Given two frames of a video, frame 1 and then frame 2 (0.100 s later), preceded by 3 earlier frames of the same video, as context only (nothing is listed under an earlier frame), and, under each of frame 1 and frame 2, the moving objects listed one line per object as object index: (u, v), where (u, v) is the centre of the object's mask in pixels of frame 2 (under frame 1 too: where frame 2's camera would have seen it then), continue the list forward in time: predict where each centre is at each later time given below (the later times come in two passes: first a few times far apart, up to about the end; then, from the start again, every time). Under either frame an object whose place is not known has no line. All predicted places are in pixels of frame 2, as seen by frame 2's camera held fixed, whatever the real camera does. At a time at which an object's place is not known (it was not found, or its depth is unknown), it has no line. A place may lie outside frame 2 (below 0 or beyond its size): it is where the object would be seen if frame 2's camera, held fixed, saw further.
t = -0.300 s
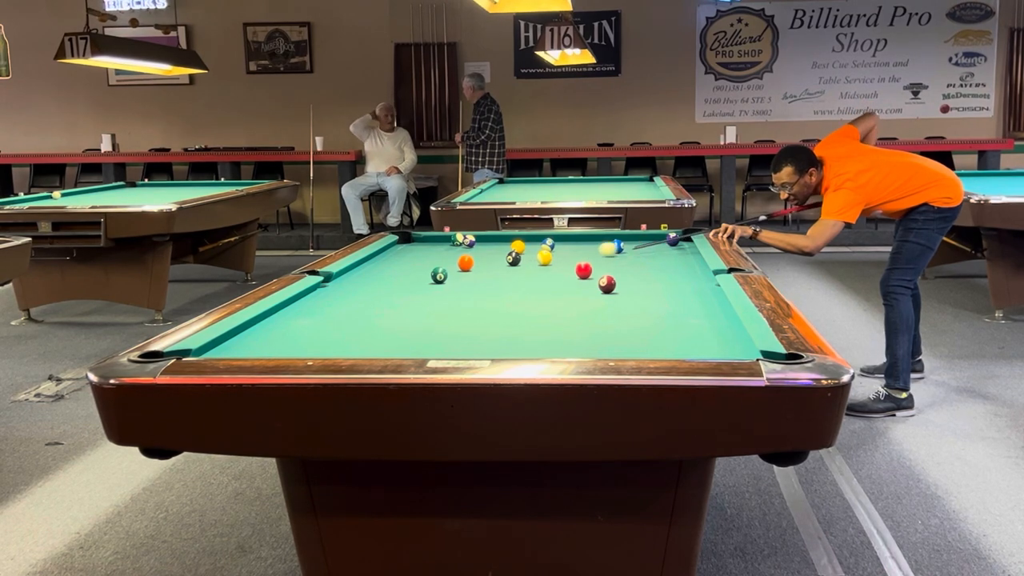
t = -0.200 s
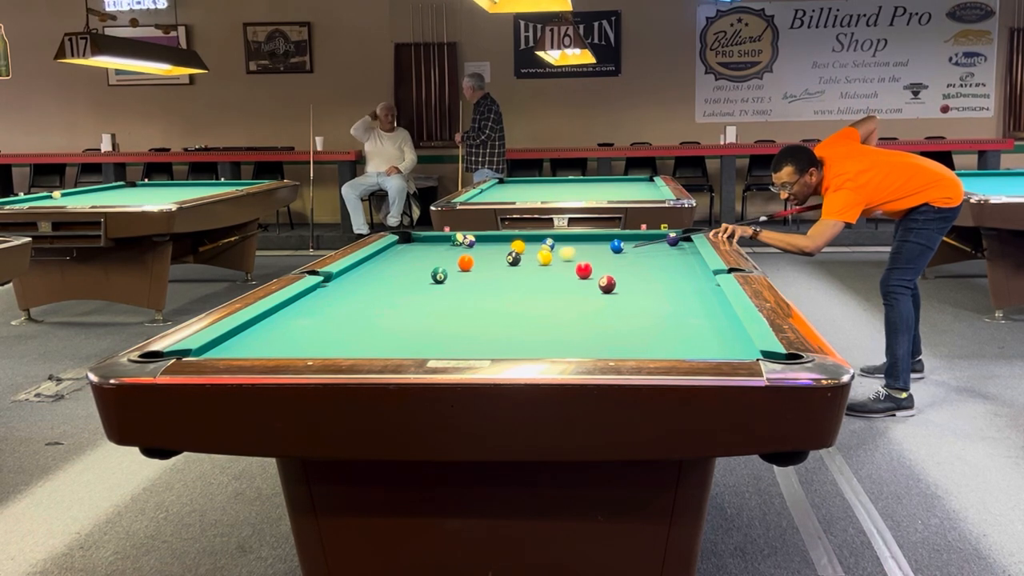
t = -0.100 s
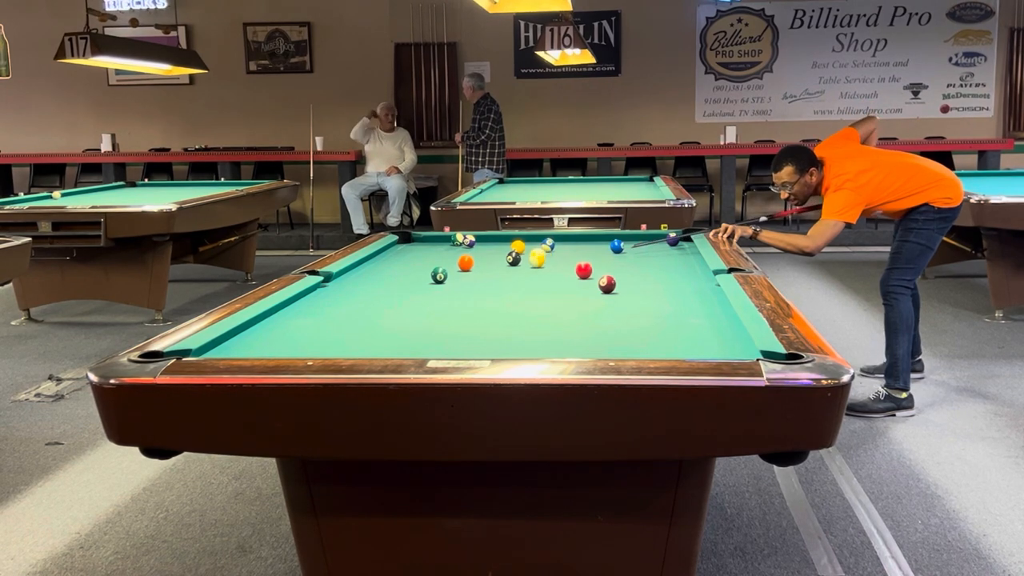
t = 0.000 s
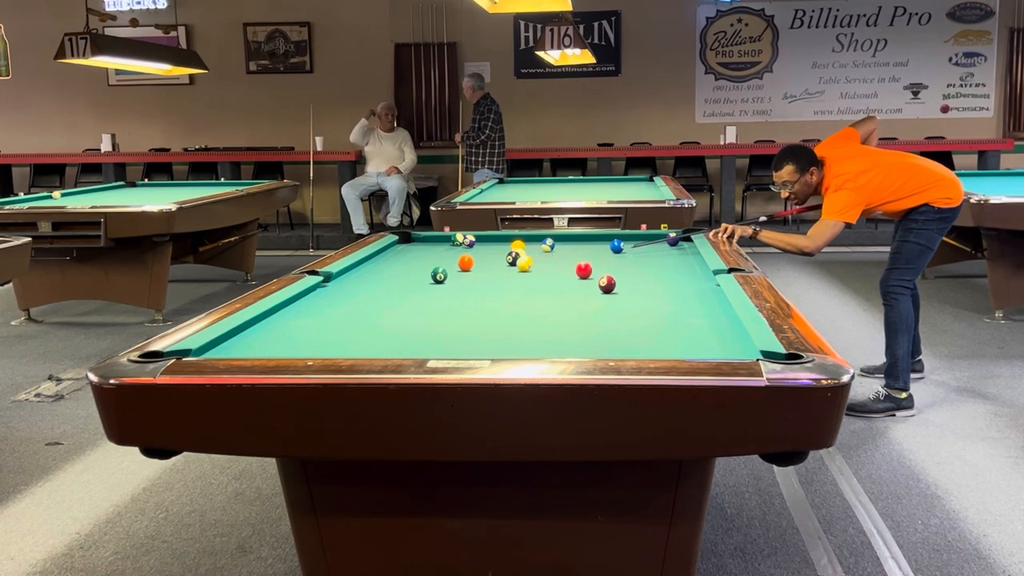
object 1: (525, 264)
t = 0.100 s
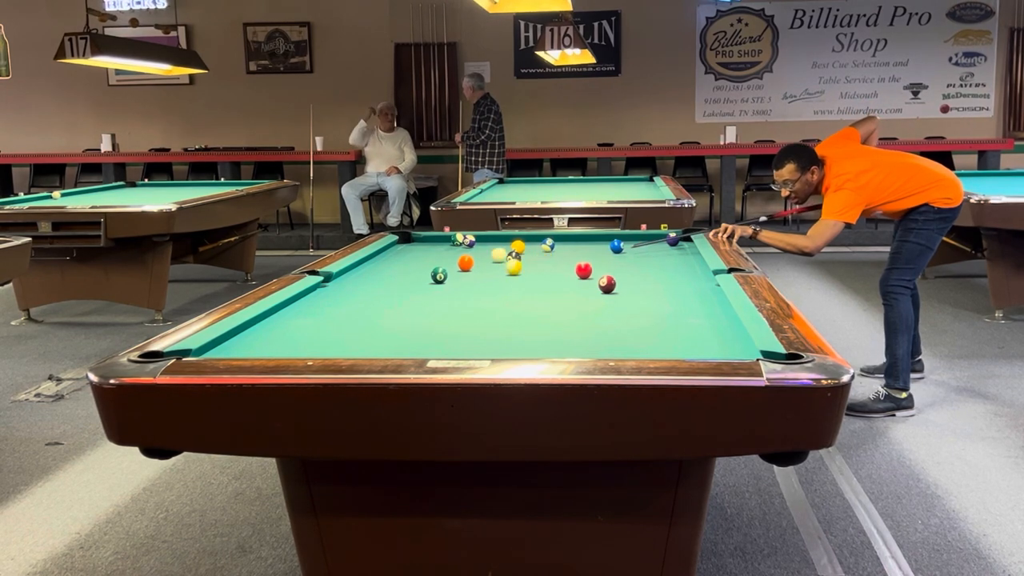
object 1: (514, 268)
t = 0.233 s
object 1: (498, 272)
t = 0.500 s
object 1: (466, 282)
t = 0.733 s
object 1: (434, 291)
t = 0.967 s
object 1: (400, 302)
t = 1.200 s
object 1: (362, 313)
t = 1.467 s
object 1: (314, 327)
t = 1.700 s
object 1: (268, 341)
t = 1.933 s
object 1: (217, 351)
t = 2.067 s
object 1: (187, 354)
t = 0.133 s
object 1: (510, 269)
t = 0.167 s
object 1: (506, 270)
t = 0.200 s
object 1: (502, 271)
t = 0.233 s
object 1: (498, 272)
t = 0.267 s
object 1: (494, 273)
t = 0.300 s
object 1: (490, 275)
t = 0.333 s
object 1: (486, 276)
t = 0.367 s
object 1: (482, 277)
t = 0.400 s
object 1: (478, 278)
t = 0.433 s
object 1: (474, 280)
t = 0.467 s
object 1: (470, 282)
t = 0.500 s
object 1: (466, 282)
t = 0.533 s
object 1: (461, 283)
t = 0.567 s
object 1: (457, 285)
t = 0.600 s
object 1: (453, 286)
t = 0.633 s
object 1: (448, 287)
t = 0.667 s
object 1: (443, 289)
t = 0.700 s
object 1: (439, 290)
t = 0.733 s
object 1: (434, 291)
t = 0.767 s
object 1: (429, 293)
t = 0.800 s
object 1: (424, 294)
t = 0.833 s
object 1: (419, 296)
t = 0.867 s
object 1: (415, 297)
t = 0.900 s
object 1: (410, 299)
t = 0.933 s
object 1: (405, 300)
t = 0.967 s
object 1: (400, 302)
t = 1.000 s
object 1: (394, 303)
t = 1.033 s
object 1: (389, 305)
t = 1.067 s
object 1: (384, 307)
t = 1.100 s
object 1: (379, 308)
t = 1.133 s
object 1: (373, 309)
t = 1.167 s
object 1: (368, 311)
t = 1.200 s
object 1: (362, 313)
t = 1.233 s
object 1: (356, 315)
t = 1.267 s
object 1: (351, 317)
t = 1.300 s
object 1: (345, 318)
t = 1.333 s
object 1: (339, 320)
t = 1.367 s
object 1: (333, 322)
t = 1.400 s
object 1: (327, 324)
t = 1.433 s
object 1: (321, 326)
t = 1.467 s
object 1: (314, 327)
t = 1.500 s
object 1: (308, 329)
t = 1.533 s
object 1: (302, 332)
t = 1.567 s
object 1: (295, 333)
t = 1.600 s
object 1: (288, 335)
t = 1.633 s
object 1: (282, 337)
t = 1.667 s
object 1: (274, 339)
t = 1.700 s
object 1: (268, 341)
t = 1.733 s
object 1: (261, 343)
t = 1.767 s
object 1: (254, 345)
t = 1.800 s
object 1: (246, 346)
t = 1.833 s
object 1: (239, 347)
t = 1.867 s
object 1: (232, 348)
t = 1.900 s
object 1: (224, 350)
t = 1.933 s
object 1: (217, 351)
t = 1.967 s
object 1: (209, 353)
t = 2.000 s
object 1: (200, 353)
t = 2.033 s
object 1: (193, 353)
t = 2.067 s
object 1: (187, 354)
